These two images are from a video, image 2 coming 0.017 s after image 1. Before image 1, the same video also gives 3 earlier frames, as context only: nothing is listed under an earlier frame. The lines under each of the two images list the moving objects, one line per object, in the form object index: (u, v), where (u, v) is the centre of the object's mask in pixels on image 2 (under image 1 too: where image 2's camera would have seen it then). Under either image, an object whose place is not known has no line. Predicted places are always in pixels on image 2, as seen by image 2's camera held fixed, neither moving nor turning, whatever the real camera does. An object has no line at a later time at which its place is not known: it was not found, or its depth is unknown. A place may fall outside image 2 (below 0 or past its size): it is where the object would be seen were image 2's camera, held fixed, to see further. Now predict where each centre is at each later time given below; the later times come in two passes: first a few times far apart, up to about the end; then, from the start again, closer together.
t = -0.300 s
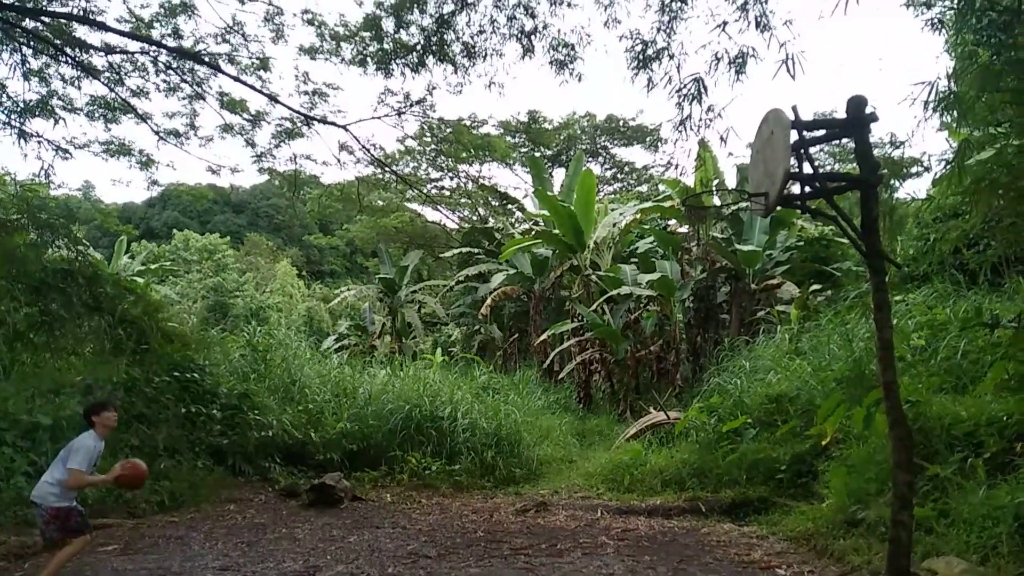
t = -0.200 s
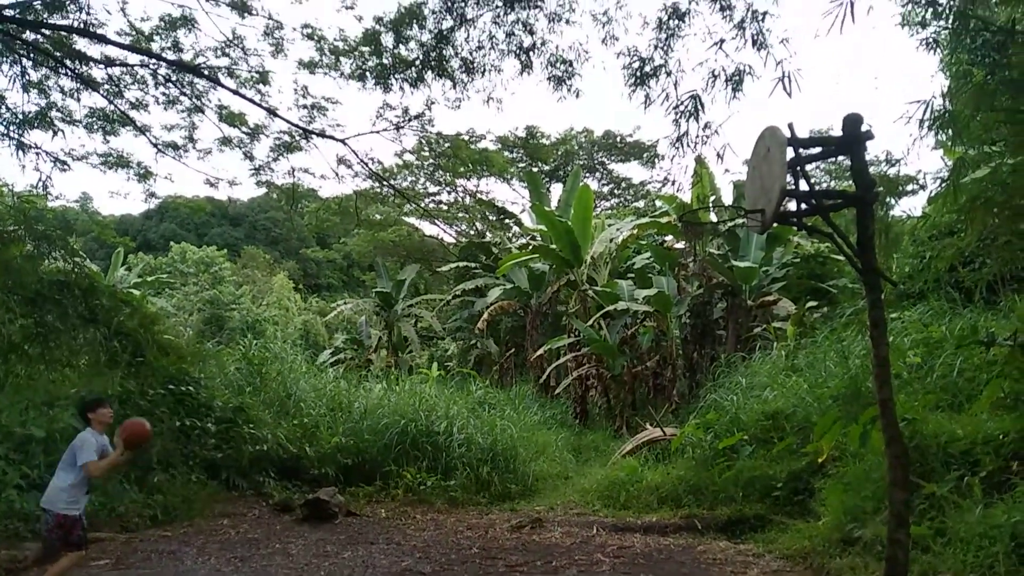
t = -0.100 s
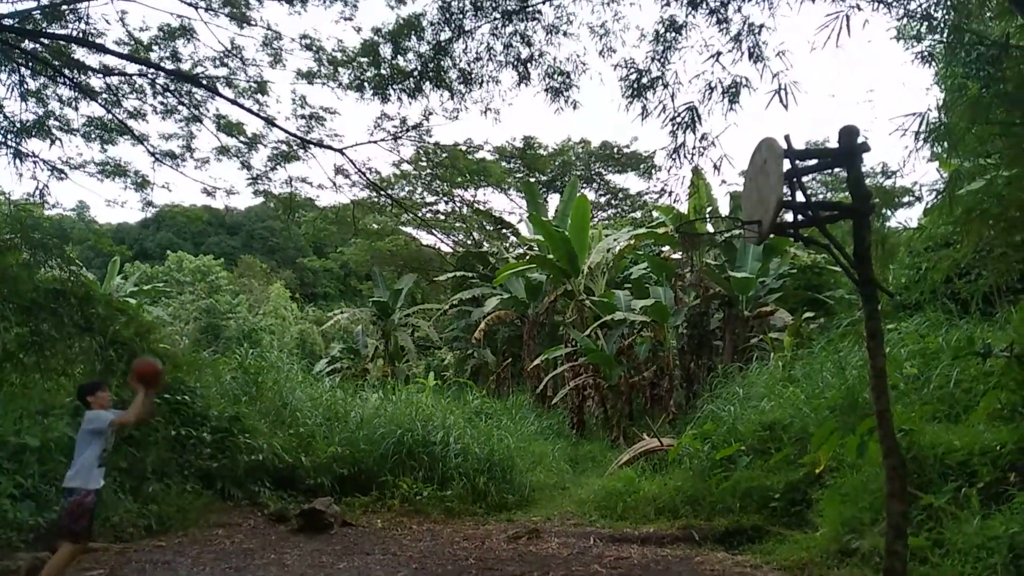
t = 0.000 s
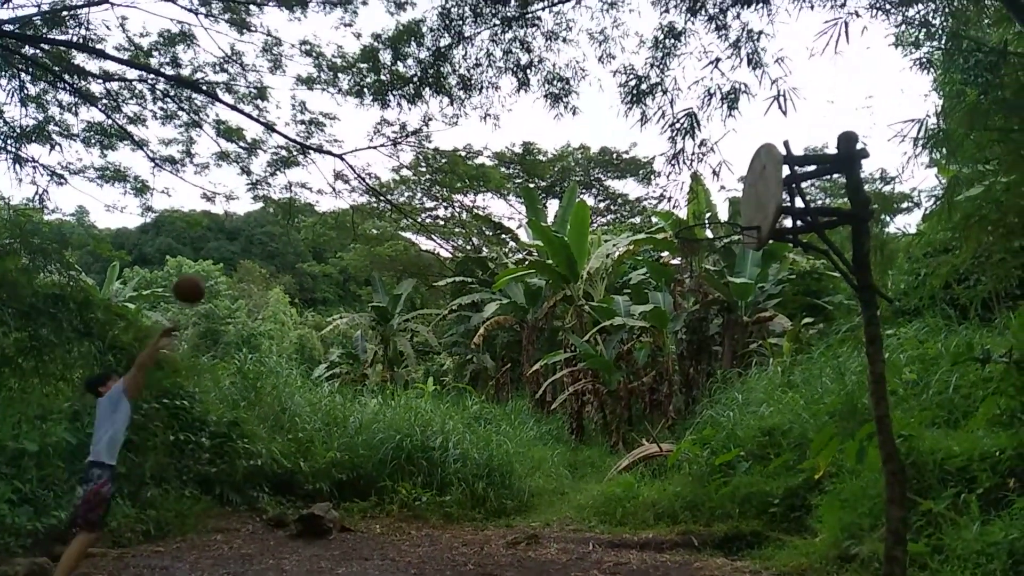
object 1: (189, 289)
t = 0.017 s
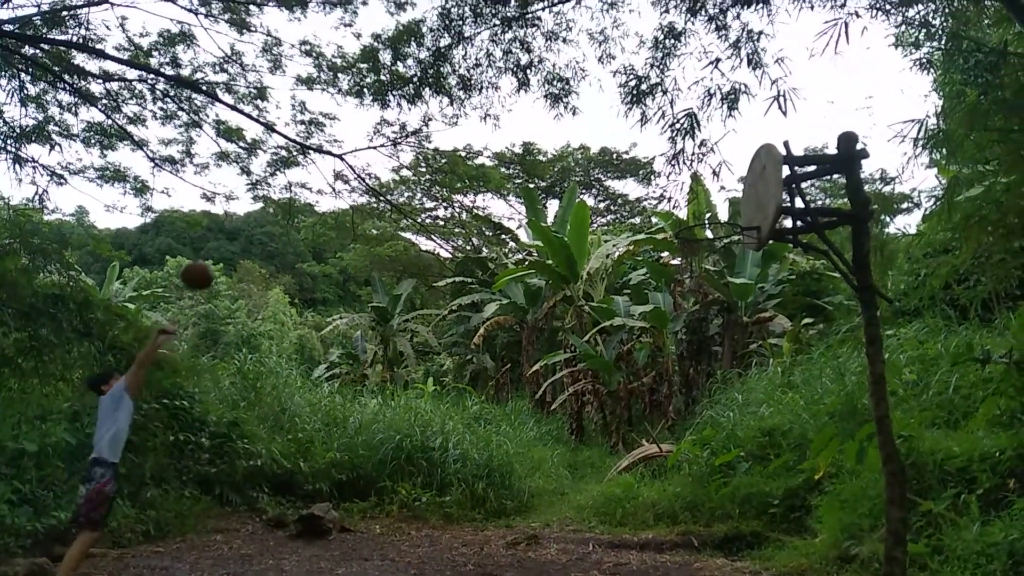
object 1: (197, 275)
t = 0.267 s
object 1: (312, 119)
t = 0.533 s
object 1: (419, 35)
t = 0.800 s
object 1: (522, 32)
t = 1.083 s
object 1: (631, 117)
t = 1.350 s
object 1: (741, 296)
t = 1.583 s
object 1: (850, 557)
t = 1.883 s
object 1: (742, 555)
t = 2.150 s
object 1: (575, 545)
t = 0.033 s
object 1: (206, 262)
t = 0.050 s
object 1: (213, 250)
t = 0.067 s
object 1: (221, 238)
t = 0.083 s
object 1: (230, 226)
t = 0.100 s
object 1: (237, 214)
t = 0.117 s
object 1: (246, 202)
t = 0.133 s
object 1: (253, 191)
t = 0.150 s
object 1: (261, 181)
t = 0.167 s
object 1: (269, 171)
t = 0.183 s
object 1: (276, 161)
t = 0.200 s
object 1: (284, 153)
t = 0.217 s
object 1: (291, 143)
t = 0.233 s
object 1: (298, 135)
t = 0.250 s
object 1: (305, 126)
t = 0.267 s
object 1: (312, 119)
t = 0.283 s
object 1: (319, 112)
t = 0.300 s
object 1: (326, 104)
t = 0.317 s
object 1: (333, 97)
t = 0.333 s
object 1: (340, 90)
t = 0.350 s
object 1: (347, 83)
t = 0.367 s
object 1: (354, 79)
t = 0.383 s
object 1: (361, 72)
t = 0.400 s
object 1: (367, 67)
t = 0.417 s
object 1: (374, 62)
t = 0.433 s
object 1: (381, 57)
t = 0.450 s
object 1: (387, 54)
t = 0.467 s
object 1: (394, 49)
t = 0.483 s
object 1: (400, 45)
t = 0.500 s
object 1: (405, 41)
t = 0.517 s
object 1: (413, 37)
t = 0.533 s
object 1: (419, 35)
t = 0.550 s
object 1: (426, 33)
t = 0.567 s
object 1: (432, 30)
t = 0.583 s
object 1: (439, 28)
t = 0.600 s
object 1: (445, 26)
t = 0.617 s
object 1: (452, 25)
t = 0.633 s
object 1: (458, 24)
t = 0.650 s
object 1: (464, 23)
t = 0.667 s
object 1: (470, 23)
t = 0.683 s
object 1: (477, 23)
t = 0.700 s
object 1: (484, 23)
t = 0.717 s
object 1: (490, 24)
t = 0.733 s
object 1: (496, 25)
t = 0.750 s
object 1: (502, 26)
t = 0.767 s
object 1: (509, 28)
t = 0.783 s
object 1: (515, 30)
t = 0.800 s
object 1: (522, 32)
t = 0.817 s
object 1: (528, 34)
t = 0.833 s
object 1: (534, 37)
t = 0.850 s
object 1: (540, 40)
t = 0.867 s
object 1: (547, 43)
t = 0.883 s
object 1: (553, 47)
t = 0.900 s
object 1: (560, 51)
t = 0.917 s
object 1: (566, 55)
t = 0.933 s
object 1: (572, 60)
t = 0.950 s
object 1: (579, 65)
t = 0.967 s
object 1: (585, 70)
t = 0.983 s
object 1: (592, 76)
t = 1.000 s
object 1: (598, 82)
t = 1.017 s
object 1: (605, 88)
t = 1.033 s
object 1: (611, 95)
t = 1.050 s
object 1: (618, 102)
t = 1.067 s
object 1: (624, 110)
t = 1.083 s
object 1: (631, 117)
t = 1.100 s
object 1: (637, 126)
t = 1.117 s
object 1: (644, 135)
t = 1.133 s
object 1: (651, 143)
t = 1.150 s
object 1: (658, 153)
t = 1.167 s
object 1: (664, 162)
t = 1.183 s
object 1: (671, 172)
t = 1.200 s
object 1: (678, 184)
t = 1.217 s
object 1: (684, 194)
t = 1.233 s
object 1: (693, 206)
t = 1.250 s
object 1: (699, 217)
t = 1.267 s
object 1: (707, 229)
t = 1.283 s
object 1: (714, 241)
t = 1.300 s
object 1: (721, 254)
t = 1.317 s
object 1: (727, 267)
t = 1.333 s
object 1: (734, 281)
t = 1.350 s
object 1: (741, 296)
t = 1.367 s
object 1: (748, 311)
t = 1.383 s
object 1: (756, 324)
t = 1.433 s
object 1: (779, 375)
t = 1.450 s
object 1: (786, 393)
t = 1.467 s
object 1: (794, 412)
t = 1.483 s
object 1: (802, 431)
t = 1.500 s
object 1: (809, 450)
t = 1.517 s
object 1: (817, 469)
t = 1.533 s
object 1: (825, 491)
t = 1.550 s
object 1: (833, 513)
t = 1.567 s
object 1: (842, 535)
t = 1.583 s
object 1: (850, 557)
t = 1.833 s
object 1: (770, 571)
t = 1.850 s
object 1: (760, 565)
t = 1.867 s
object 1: (752, 559)
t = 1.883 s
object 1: (742, 555)
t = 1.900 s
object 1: (733, 551)
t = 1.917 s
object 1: (724, 547)
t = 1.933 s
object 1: (716, 542)
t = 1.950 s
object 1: (704, 539)
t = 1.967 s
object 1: (694, 537)
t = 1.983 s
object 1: (684, 535)
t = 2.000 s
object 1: (673, 533)
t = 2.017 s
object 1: (663, 533)
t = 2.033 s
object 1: (653, 533)
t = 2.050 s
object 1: (643, 533)
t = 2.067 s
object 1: (632, 533)
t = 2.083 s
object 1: (621, 535)
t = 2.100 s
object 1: (610, 536)
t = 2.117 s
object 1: (599, 539)
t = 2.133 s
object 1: (587, 542)
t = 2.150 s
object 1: (575, 545)
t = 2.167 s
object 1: (563, 550)
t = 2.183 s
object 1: (550, 555)
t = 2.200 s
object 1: (538, 561)
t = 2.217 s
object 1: (525, 567)
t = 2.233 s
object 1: (512, 575)
